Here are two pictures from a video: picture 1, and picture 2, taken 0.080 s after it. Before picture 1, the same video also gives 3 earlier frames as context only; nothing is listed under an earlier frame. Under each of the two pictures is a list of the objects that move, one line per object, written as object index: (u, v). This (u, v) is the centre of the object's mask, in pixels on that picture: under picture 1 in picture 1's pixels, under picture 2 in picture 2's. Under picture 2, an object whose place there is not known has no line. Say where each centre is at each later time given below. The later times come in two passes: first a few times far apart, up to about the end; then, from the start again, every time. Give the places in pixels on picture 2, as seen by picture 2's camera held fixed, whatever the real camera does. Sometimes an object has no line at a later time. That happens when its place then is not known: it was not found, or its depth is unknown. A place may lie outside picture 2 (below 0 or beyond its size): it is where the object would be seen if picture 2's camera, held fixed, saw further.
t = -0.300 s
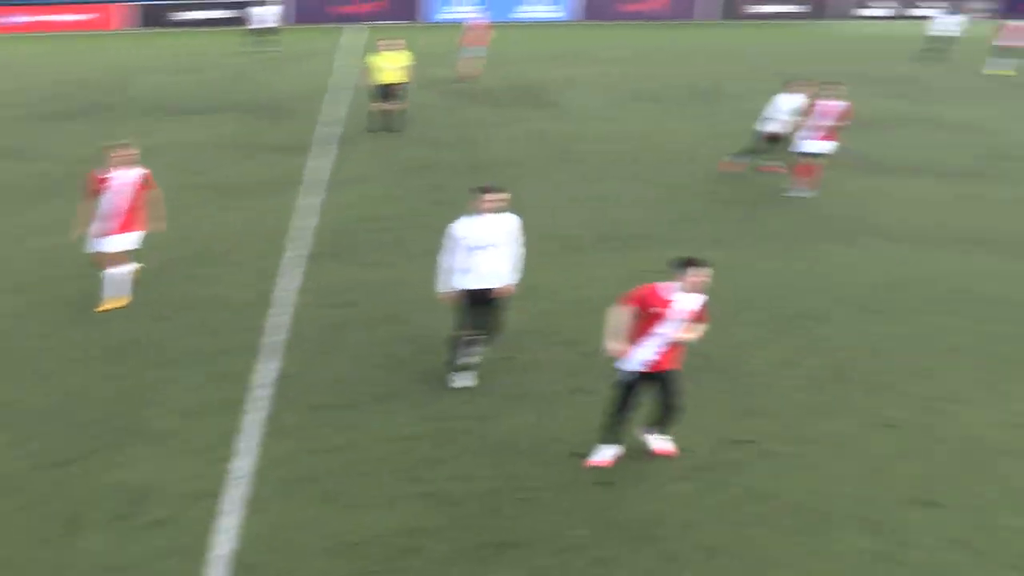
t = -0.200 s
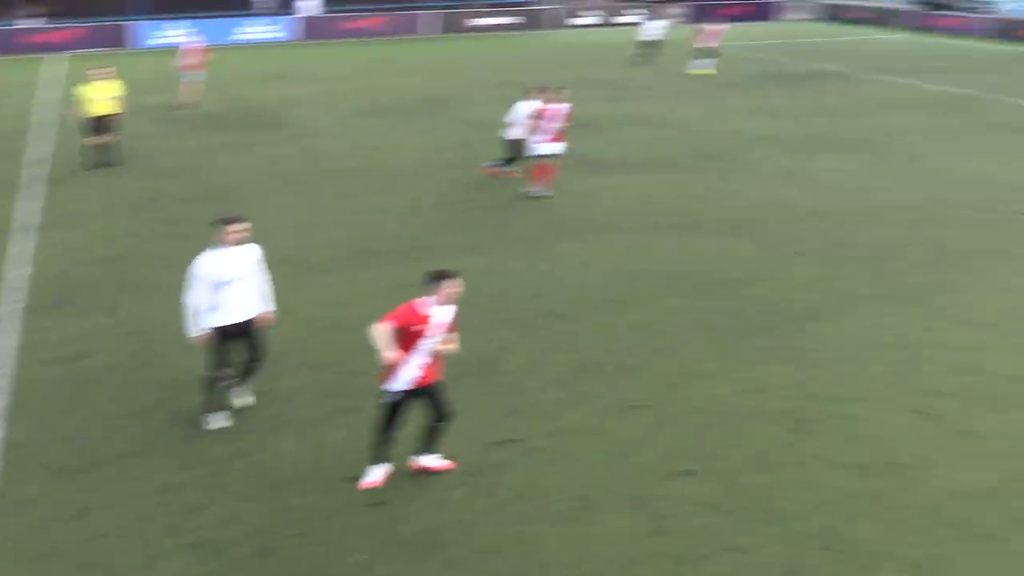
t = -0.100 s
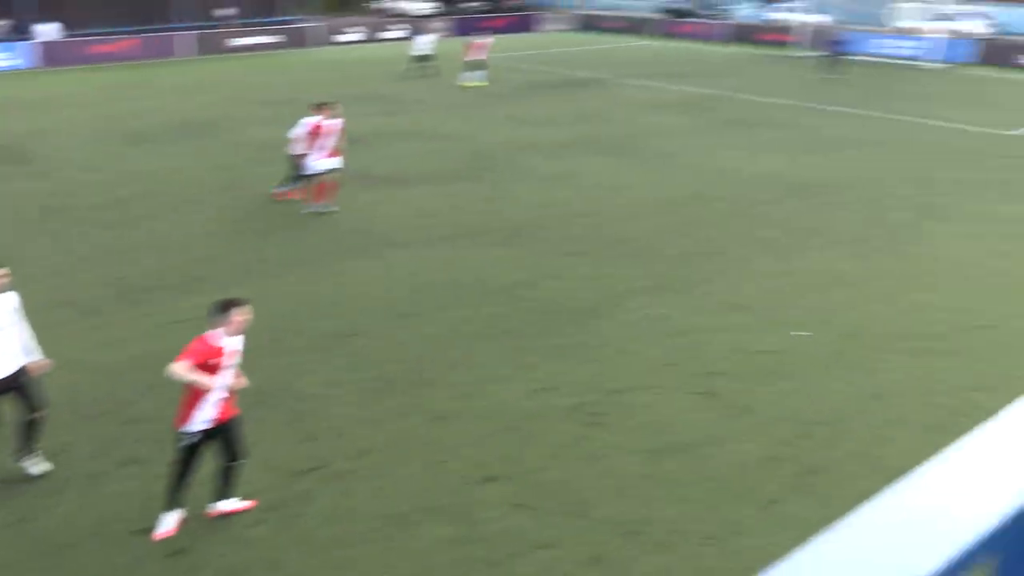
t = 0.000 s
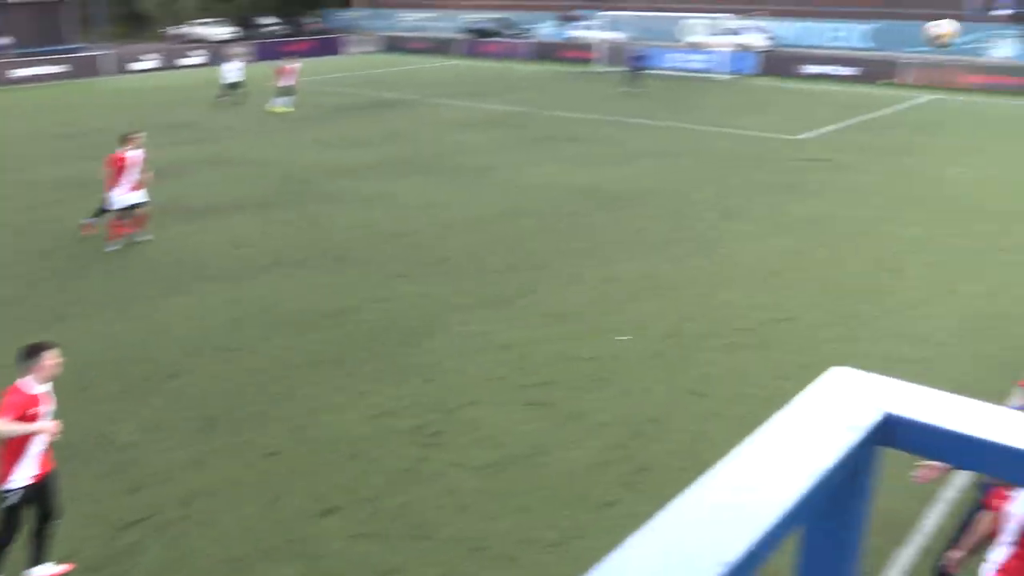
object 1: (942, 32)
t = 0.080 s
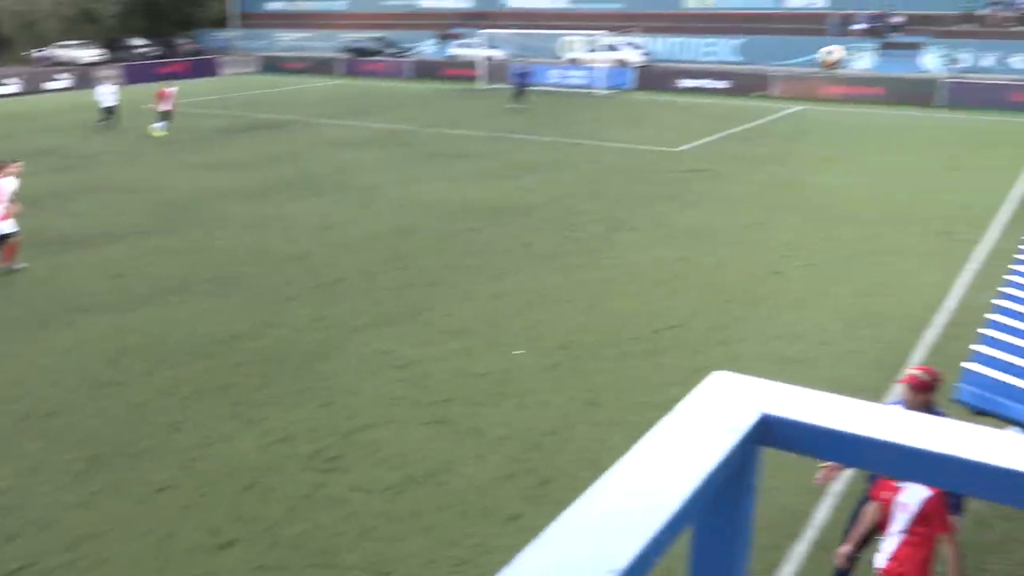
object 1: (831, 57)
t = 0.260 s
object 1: (874, 93)
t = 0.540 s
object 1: (903, 167)
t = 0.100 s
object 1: (836, 60)
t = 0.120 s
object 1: (841, 63)
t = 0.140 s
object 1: (846, 67)
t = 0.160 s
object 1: (852, 71)
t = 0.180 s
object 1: (858, 76)
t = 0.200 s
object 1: (862, 80)
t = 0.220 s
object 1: (866, 84)
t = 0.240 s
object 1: (871, 89)
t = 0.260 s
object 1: (874, 93)
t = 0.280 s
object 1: (877, 98)
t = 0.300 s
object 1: (879, 104)
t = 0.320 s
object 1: (882, 109)
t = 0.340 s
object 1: (885, 114)
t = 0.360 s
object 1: (887, 119)
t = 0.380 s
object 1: (889, 124)
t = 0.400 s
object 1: (892, 129)
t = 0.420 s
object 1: (893, 135)
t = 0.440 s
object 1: (895, 140)
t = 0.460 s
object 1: (897, 146)
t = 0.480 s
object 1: (899, 151)
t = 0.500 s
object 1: (900, 156)
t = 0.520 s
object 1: (902, 161)
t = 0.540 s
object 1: (903, 167)
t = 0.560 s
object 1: (904, 172)
